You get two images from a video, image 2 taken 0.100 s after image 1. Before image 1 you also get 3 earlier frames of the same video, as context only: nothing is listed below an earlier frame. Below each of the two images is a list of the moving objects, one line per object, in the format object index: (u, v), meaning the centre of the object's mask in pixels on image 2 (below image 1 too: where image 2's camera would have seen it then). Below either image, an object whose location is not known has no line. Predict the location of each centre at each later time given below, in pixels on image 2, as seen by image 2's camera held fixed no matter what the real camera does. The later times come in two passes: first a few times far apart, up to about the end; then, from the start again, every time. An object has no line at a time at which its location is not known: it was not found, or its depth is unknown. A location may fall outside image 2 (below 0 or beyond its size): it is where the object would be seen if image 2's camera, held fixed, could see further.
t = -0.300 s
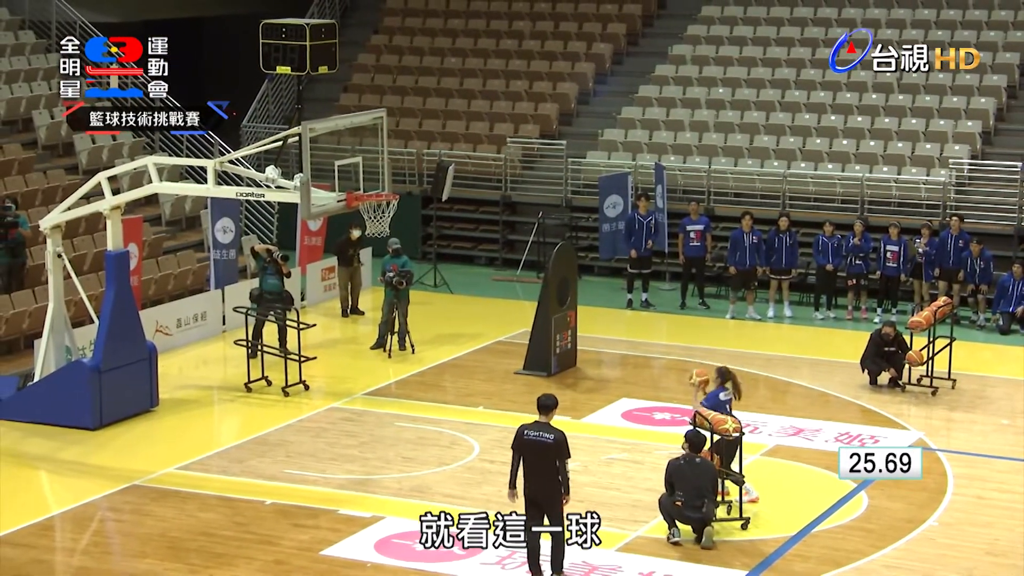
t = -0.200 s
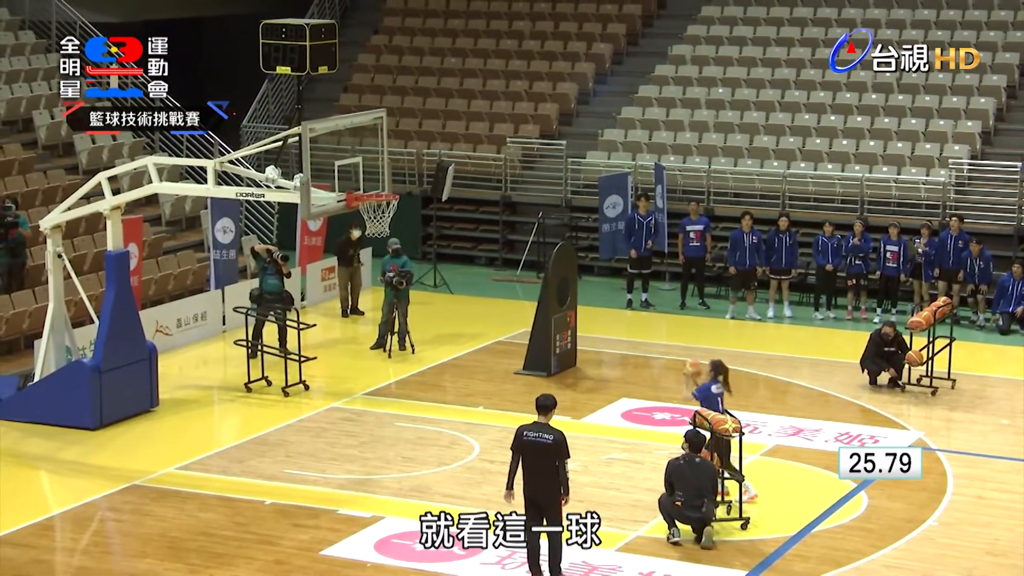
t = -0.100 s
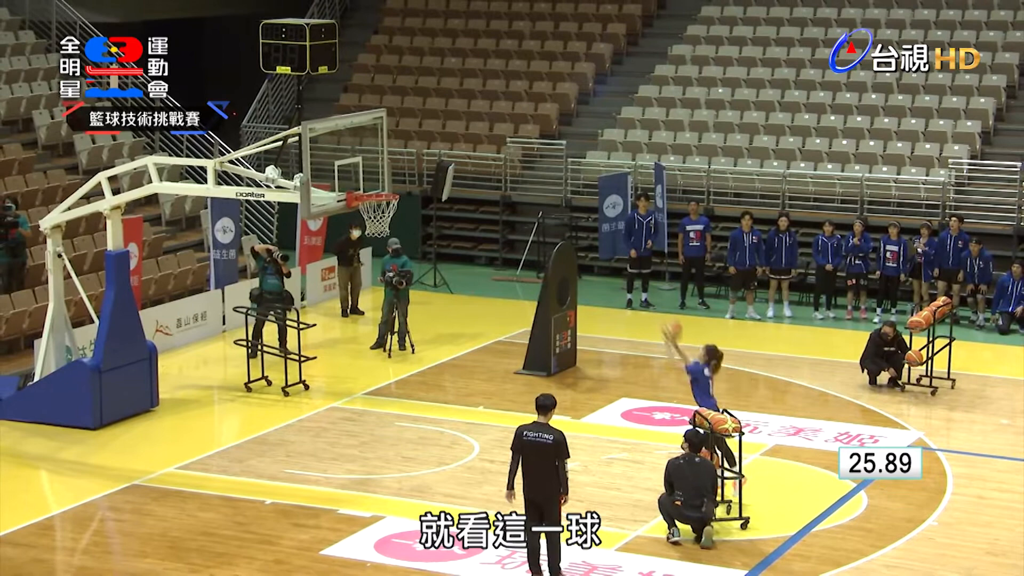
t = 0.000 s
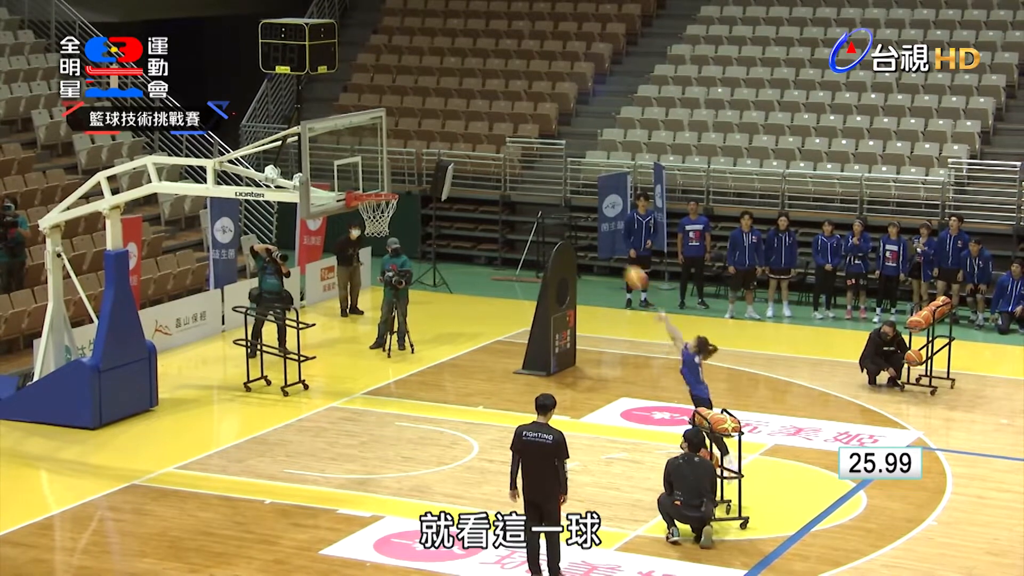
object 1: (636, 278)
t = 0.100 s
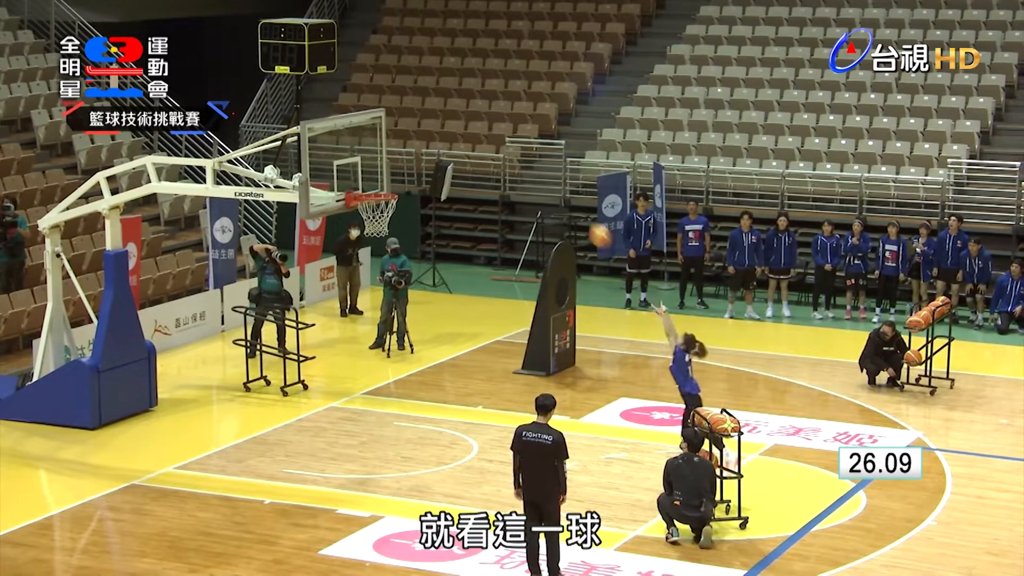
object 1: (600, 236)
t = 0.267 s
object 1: (543, 185)
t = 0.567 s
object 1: (444, 155)
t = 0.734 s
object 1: (391, 172)
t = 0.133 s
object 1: (588, 224)
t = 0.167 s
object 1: (577, 212)
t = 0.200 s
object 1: (565, 202)
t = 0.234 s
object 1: (554, 193)
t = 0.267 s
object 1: (543, 185)
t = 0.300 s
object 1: (531, 178)
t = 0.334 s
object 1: (520, 172)
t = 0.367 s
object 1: (509, 167)
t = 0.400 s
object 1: (505, 163)
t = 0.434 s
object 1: (492, 161)
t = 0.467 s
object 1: (476, 157)
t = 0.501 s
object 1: (465, 155)
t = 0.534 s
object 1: (454, 155)
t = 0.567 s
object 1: (444, 155)
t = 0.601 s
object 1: (433, 157)
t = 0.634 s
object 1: (422, 160)
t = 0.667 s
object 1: (412, 162)
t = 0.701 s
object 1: (401, 167)
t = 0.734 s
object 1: (391, 172)
